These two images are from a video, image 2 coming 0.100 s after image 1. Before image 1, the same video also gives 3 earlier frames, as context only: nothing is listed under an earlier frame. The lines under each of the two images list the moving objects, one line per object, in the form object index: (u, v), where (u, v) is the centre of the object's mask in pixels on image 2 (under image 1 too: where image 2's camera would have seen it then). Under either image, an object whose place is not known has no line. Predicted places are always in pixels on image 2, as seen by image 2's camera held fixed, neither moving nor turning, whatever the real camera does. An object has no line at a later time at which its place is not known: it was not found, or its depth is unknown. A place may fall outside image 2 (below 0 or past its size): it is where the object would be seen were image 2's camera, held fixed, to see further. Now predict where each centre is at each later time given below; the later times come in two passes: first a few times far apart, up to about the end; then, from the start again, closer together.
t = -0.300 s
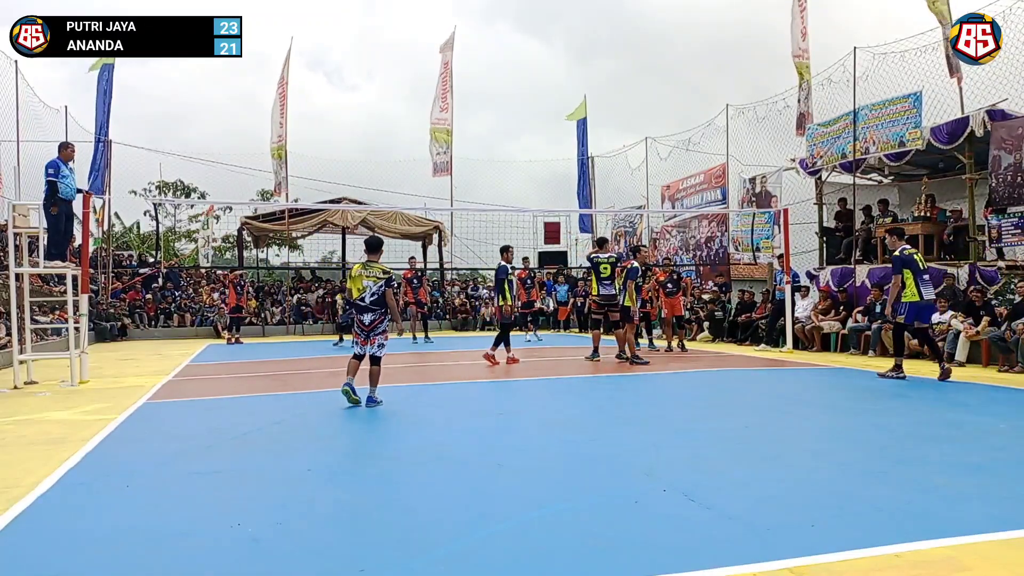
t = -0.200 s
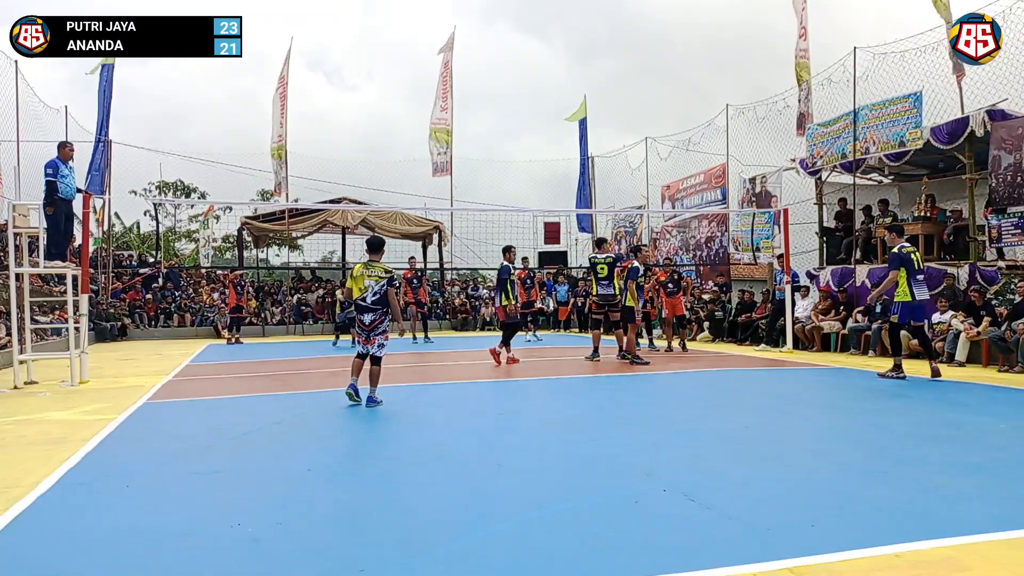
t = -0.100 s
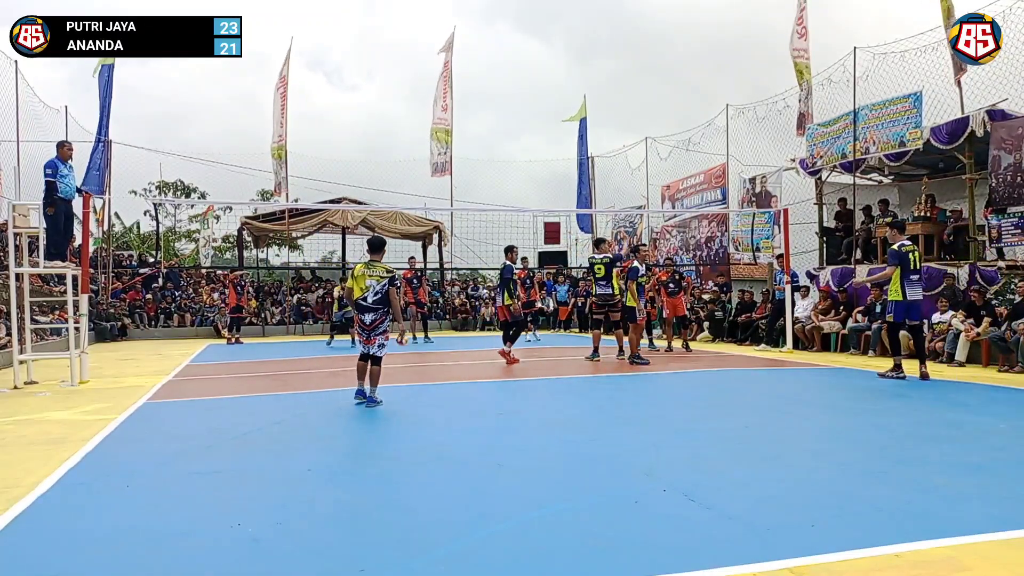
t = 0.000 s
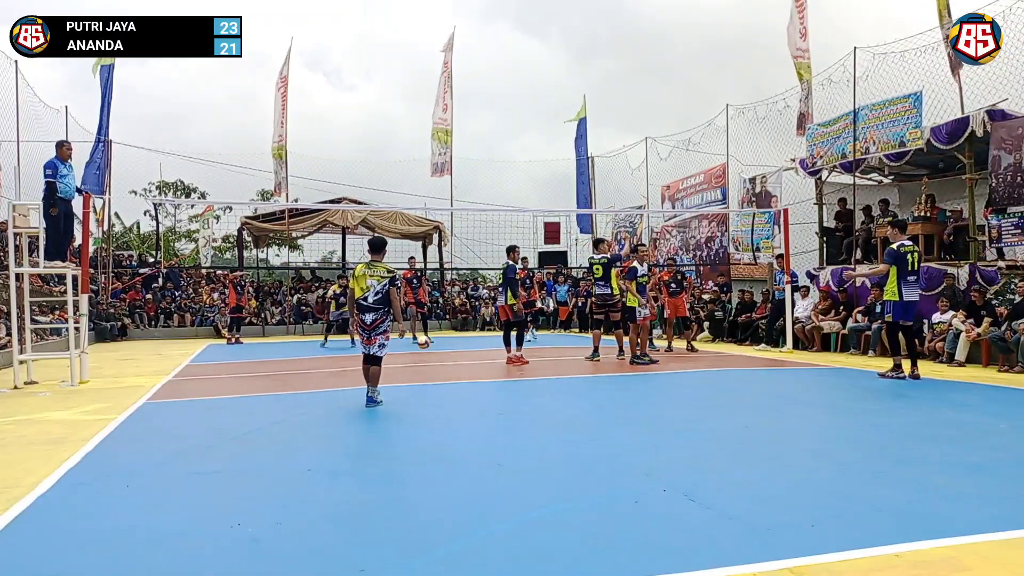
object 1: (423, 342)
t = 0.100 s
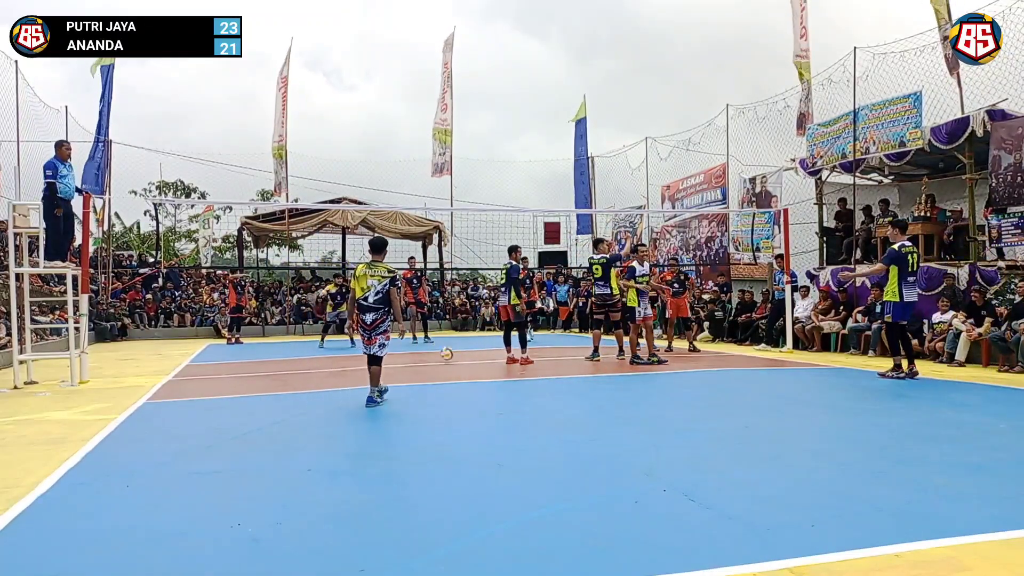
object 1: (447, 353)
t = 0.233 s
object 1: (481, 350)
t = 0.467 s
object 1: (553, 368)
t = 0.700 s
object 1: (642, 369)
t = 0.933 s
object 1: (762, 385)
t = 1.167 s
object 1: (927, 408)
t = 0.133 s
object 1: (456, 357)
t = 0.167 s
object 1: (464, 354)
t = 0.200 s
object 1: (473, 352)
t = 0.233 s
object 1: (481, 350)
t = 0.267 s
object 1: (490, 350)
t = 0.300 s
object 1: (500, 350)
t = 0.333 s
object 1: (510, 352)
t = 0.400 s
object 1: (530, 357)
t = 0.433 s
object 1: (541, 362)
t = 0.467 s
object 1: (553, 368)
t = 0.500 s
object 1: (564, 367)
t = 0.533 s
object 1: (576, 365)
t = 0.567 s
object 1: (588, 364)
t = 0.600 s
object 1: (601, 363)
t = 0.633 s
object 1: (615, 364)
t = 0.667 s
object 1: (628, 366)
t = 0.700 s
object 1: (642, 369)
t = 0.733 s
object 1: (657, 374)
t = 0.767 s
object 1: (673, 379)
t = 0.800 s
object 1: (689, 387)
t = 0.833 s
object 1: (706, 385)
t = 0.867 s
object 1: (724, 384)
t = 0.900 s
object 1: (743, 384)
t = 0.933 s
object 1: (762, 385)
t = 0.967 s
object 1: (782, 388)
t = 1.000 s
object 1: (804, 391)
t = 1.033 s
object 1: (826, 397)
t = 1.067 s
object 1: (850, 405)
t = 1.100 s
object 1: (872, 410)
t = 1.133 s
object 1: (900, 408)
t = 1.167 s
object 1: (927, 408)
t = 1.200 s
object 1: (953, 410)
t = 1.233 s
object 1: (982, 414)
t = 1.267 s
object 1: (1013, 417)
